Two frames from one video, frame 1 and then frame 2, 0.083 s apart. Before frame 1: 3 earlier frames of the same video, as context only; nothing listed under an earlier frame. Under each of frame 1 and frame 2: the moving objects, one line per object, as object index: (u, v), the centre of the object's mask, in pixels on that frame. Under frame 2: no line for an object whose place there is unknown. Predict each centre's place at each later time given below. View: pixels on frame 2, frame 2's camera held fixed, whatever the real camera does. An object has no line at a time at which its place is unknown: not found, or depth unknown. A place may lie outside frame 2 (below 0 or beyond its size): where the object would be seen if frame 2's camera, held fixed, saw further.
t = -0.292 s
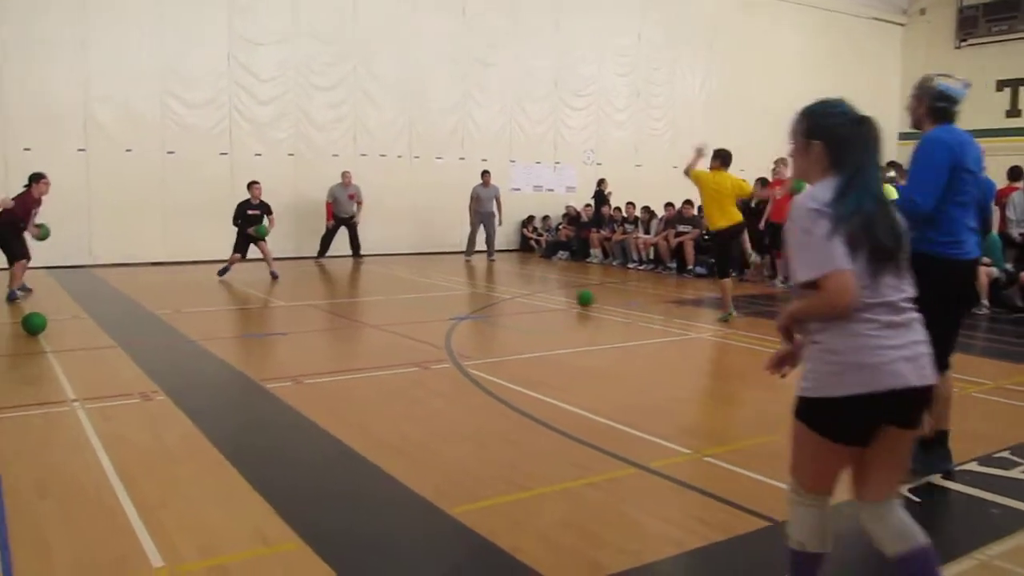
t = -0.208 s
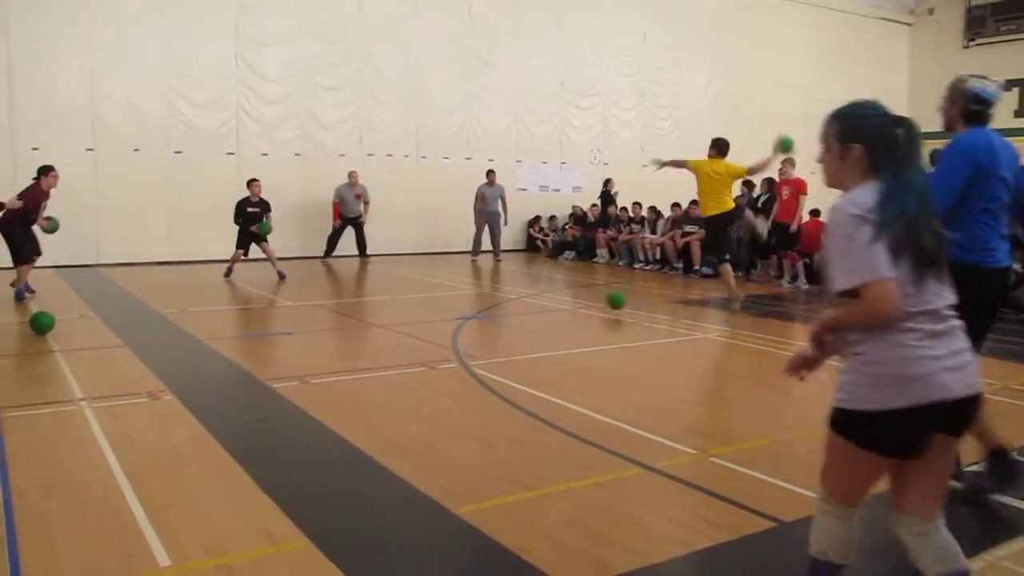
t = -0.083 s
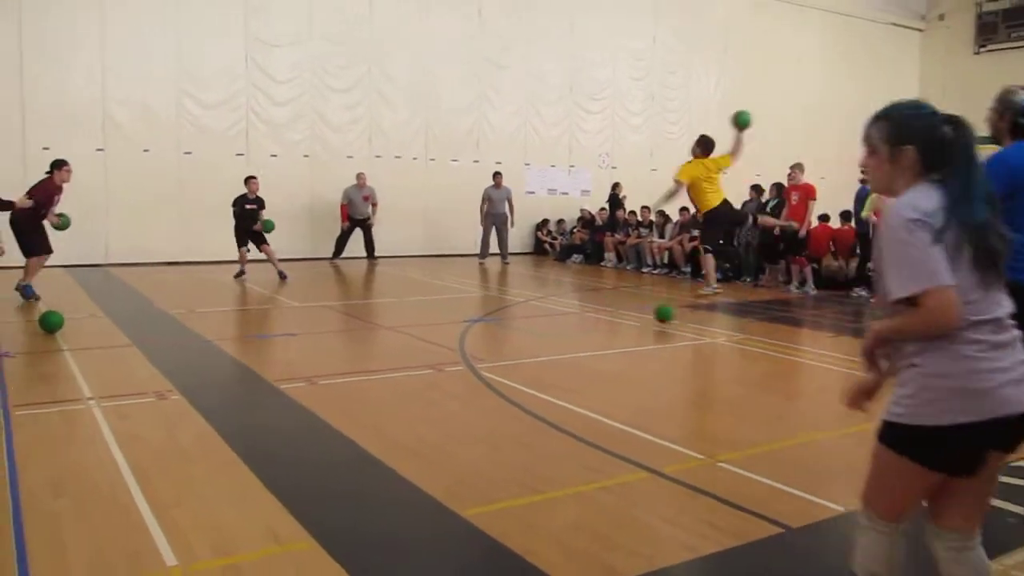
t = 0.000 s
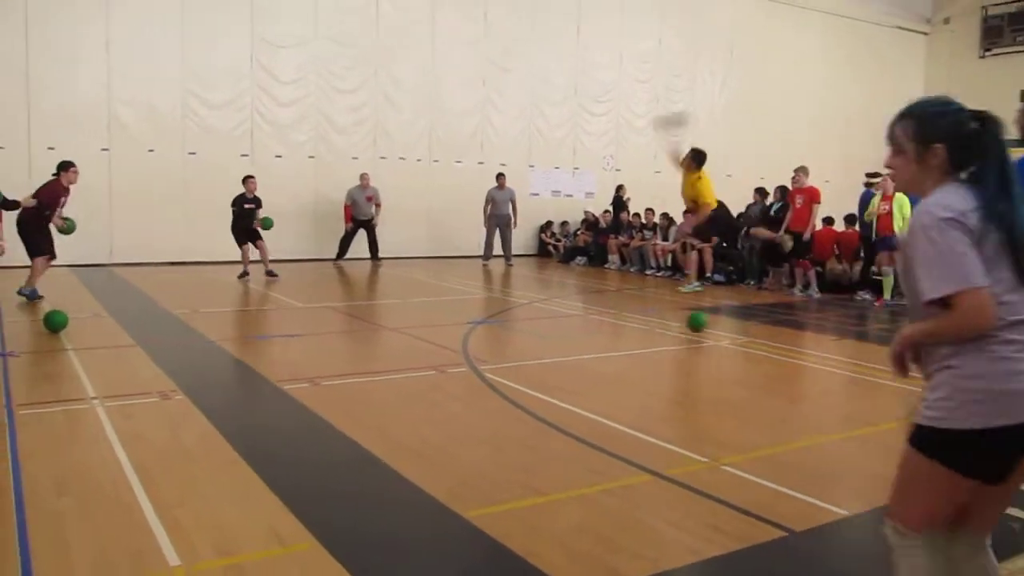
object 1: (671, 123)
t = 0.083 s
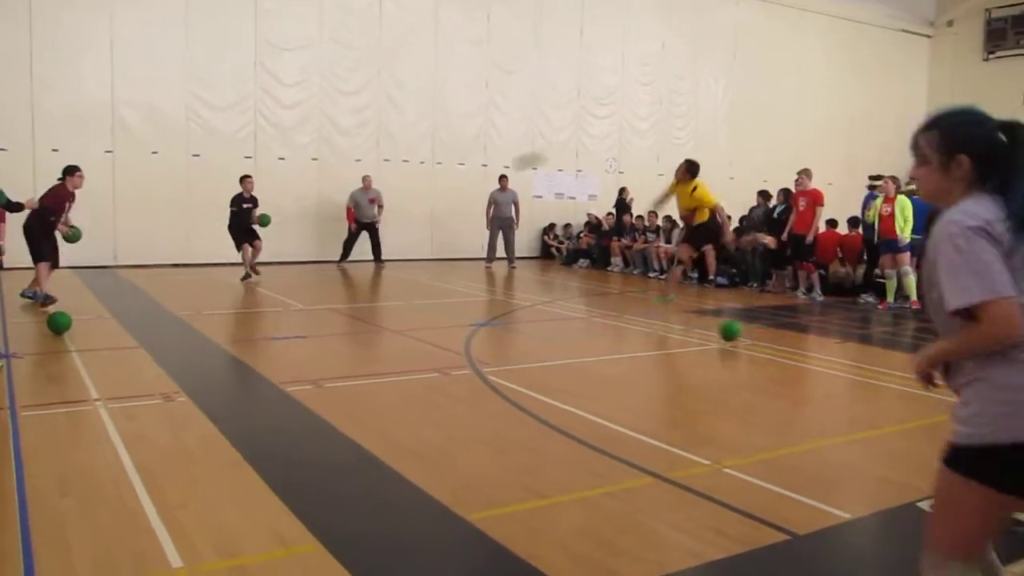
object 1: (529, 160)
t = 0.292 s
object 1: (281, 232)
